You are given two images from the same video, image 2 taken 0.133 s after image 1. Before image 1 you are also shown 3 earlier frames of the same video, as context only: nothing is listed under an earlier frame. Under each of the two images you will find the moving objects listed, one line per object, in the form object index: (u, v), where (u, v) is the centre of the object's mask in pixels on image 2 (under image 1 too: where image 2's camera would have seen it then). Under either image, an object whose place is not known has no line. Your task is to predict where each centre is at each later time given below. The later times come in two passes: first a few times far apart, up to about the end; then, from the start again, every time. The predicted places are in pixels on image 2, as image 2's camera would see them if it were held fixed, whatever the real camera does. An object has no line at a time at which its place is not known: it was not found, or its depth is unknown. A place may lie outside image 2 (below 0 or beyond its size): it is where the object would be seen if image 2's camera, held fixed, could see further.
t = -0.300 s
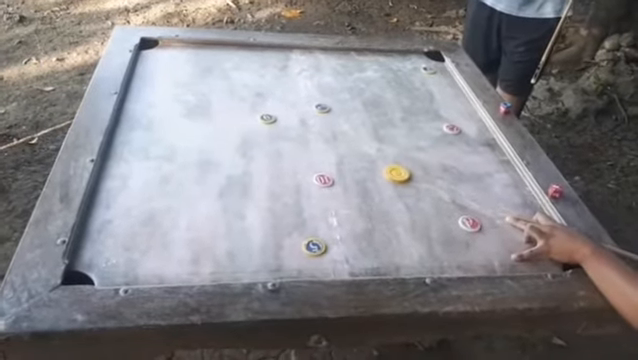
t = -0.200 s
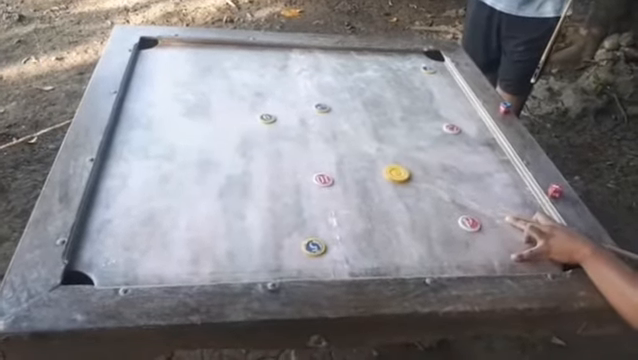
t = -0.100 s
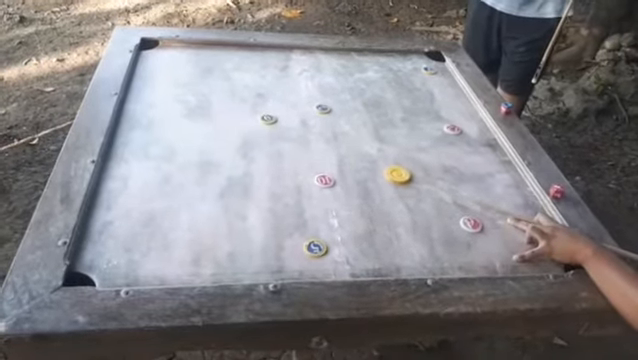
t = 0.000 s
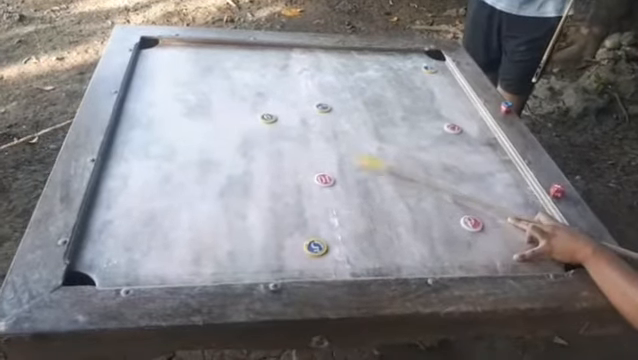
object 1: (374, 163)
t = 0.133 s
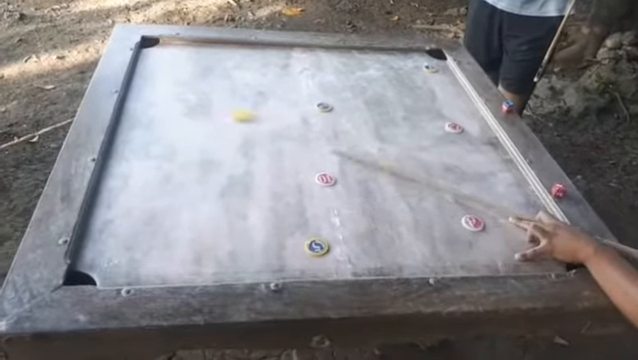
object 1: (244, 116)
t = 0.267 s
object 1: (163, 91)
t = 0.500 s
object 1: (208, 77)
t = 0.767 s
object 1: (274, 67)
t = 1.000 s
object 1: (300, 61)
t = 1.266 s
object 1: (304, 60)
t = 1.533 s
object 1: (304, 60)
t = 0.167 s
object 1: (222, 108)
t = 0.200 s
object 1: (201, 103)
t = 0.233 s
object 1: (182, 98)
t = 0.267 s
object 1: (163, 91)
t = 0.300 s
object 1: (142, 86)
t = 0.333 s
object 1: (153, 84)
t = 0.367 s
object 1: (168, 84)
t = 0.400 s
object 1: (180, 82)
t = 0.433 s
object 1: (191, 80)
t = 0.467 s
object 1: (200, 78)
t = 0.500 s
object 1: (208, 77)
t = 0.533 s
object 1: (218, 75)
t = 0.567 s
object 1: (227, 74)
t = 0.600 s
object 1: (235, 73)
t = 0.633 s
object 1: (244, 71)
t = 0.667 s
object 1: (251, 70)
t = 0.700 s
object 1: (265, 68)
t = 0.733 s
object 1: (270, 68)
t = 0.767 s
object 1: (274, 67)
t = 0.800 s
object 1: (278, 65)
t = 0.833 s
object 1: (283, 65)
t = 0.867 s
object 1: (287, 64)
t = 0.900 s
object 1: (292, 63)
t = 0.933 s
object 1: (295, 62)
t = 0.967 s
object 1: (298, 62)
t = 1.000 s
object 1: (300, 61)
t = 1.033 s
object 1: (301, 61)
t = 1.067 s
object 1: (303, 60)
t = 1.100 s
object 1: (304, 60)
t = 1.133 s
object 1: (304, 60)
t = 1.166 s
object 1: (304, 60)
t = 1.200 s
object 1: (304, 60)
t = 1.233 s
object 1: (304, 60)
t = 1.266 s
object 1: (304, 60)
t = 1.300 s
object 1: (304, 60)
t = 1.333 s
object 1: (304, 60)
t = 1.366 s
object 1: (305, 60)
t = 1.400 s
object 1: (304, 60)
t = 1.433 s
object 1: (304, 60)
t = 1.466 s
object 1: (304, 60)
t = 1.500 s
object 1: (304, 60)
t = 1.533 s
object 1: (304, 60)
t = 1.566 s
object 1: (304, 60)
